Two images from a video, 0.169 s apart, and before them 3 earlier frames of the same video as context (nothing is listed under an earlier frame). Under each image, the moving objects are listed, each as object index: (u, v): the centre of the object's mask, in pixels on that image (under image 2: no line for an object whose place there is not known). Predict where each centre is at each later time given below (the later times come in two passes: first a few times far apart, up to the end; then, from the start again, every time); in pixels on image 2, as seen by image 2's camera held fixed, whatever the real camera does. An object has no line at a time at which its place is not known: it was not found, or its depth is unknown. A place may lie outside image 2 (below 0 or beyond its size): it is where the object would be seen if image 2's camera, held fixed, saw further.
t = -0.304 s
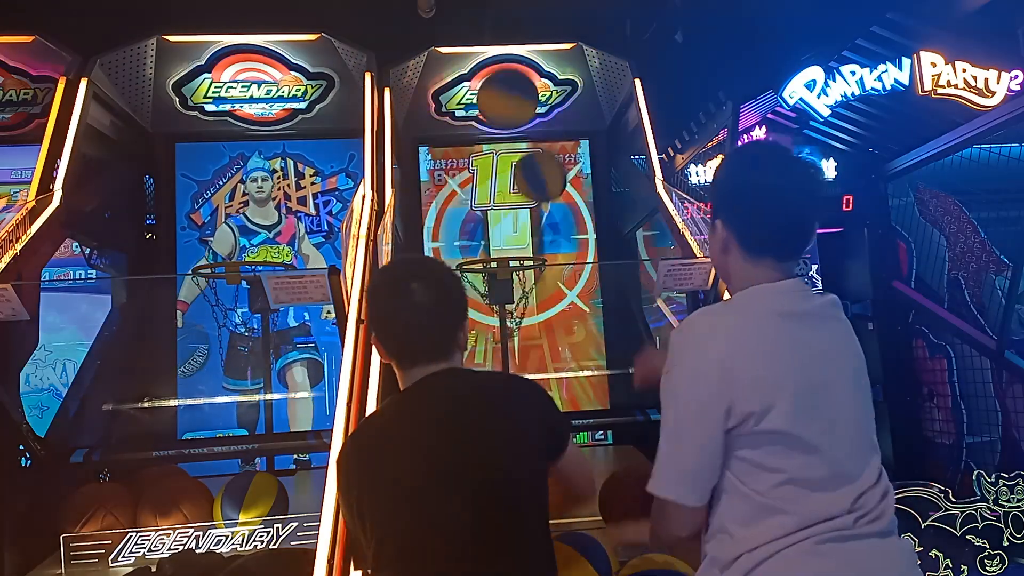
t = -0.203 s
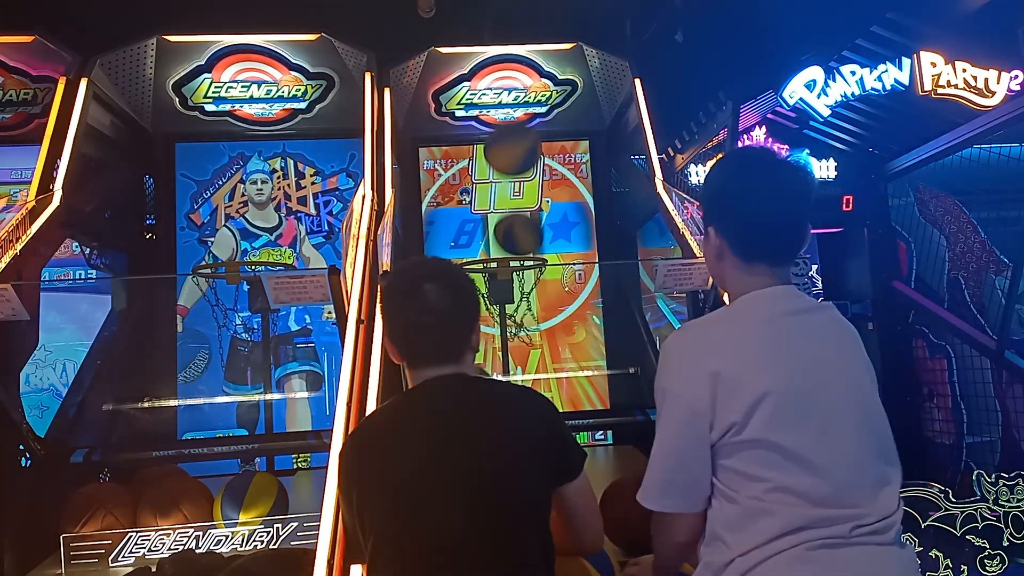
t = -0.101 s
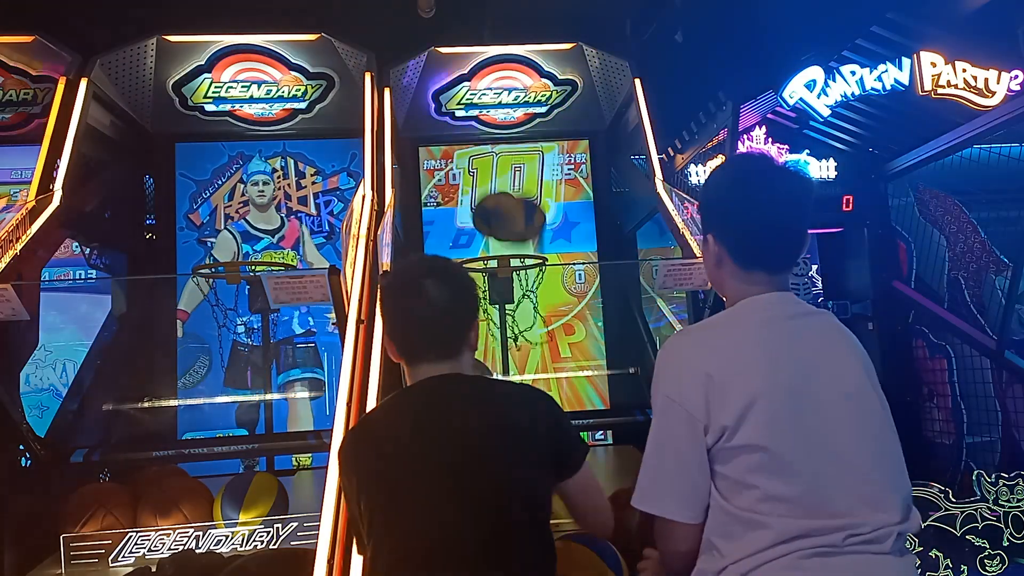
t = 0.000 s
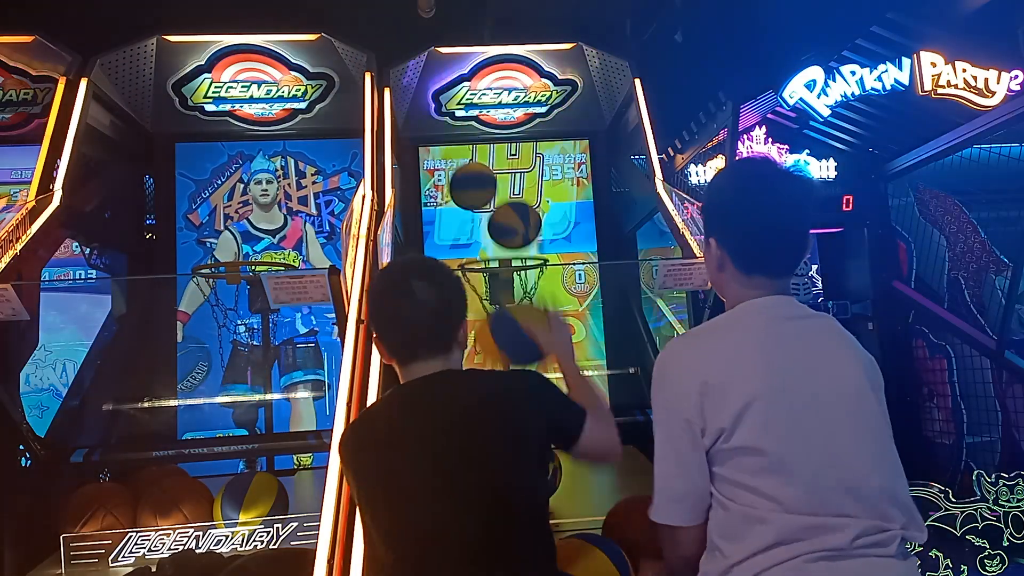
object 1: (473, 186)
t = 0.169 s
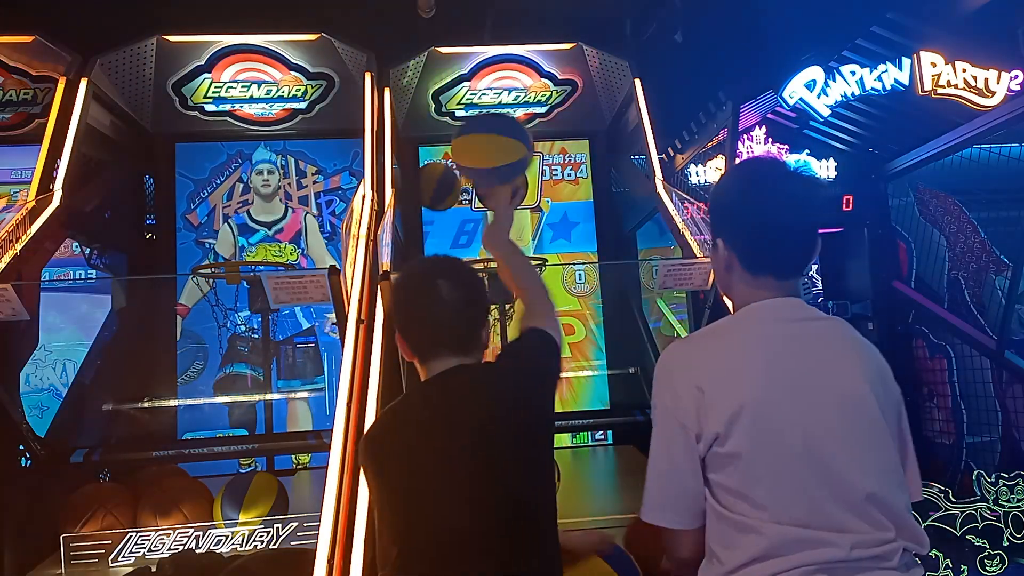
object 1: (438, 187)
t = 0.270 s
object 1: (432, 206)
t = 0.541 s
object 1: (461, 228)
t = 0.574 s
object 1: (463, 229)
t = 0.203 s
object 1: (432, 194)
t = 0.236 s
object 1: (427, 201)
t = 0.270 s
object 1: (432, 206)
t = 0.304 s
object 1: (439, 213)
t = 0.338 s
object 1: (445, 224)
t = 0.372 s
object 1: (449, 235)
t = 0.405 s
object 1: (450, 239)
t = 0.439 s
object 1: (453, 236)
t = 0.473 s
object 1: (456, 231)
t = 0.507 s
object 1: (458, 228)
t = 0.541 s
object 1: (461, 228)
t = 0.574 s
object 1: (463, 229)
